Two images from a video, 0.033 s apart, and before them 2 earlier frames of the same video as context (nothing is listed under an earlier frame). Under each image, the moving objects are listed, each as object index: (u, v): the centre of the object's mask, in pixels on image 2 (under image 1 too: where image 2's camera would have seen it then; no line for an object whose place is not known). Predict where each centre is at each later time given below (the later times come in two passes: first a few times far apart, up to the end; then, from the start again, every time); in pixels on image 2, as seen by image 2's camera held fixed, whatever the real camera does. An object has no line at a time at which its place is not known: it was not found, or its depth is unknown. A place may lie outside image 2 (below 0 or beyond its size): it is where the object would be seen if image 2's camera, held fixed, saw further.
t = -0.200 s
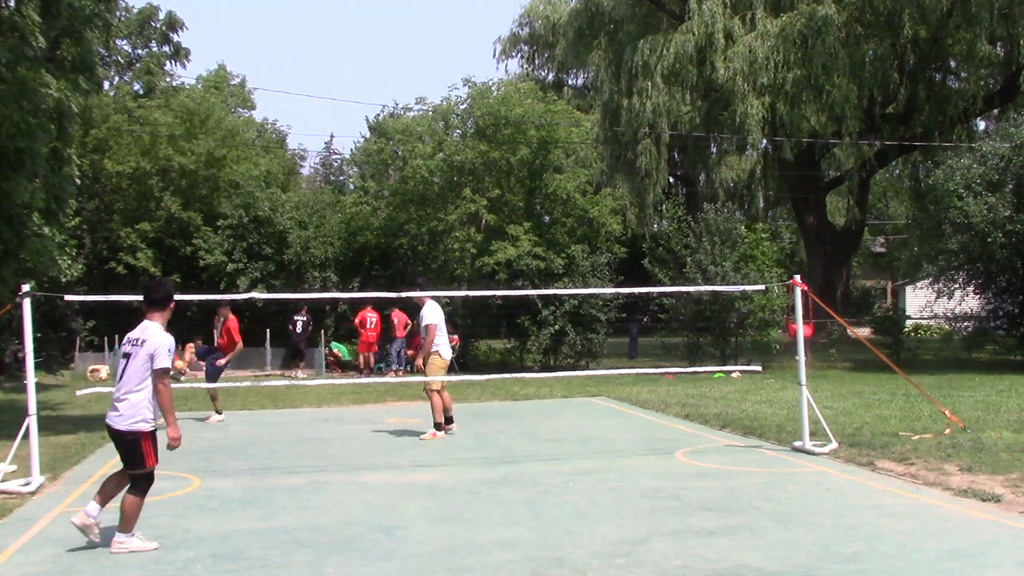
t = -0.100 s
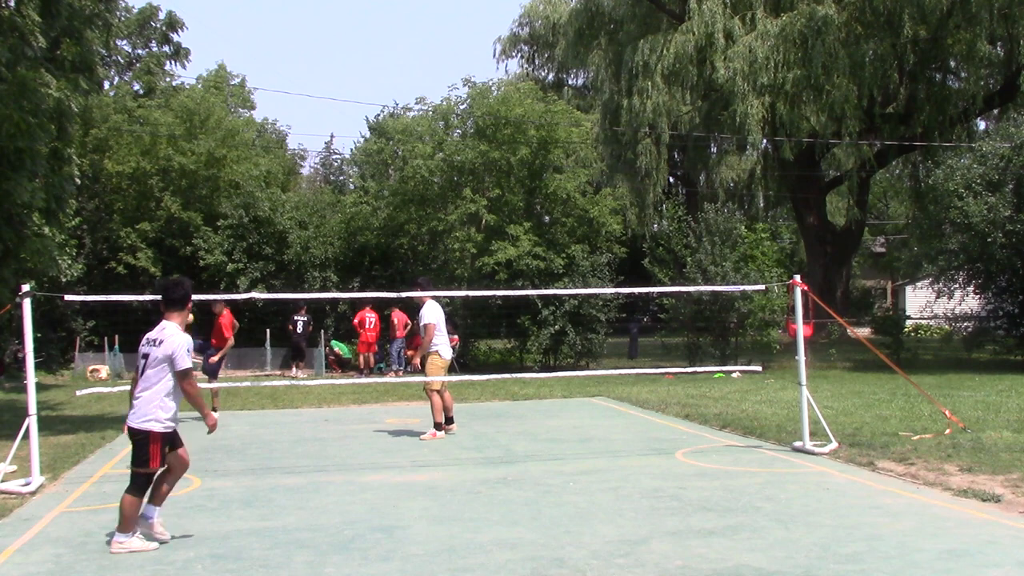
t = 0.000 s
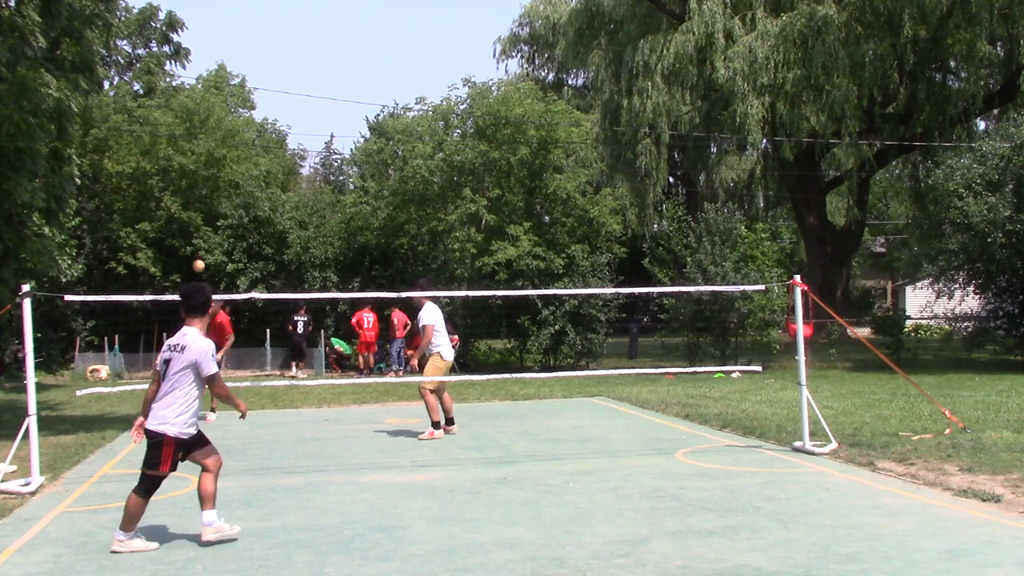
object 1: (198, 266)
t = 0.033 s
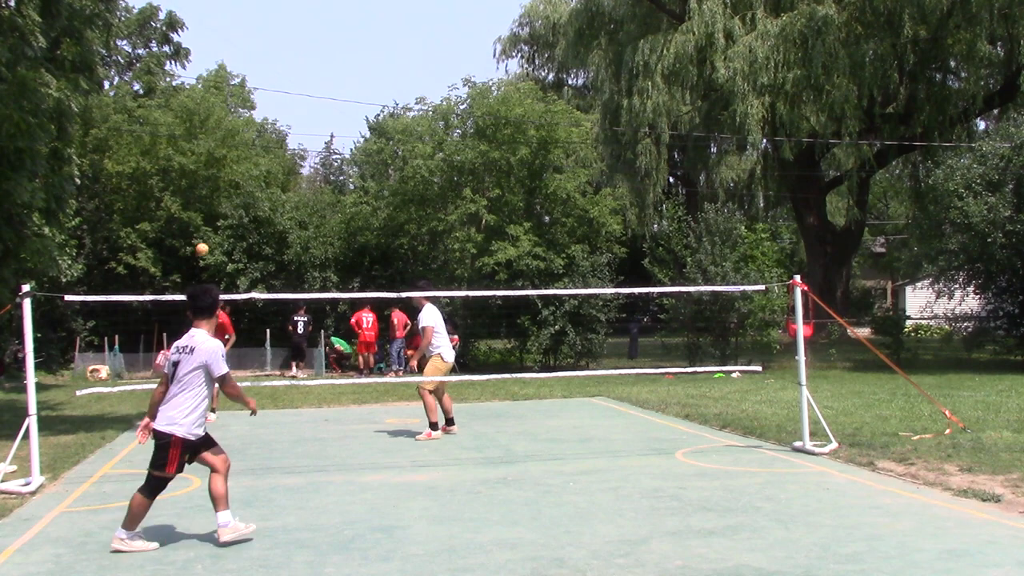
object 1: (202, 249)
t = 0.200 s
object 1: (223, 172)
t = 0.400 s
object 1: (252, 101)
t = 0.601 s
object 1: (291, 57)
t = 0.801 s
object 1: (343, 59)
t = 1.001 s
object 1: (419, 140)
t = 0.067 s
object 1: (206, 232)
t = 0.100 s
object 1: (210, 217)
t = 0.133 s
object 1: (214, 202)
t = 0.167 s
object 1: (218, 186)
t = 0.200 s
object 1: (223, 172)
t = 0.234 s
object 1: (227, 158)
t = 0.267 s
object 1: (232, 146)
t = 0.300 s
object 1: (237, 133)
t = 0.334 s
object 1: (242, 121)
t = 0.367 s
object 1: (247, 110)
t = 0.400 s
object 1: (252, 101)
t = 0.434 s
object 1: (258, 91)
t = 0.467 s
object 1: (264, 82)
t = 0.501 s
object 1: (270, 74)
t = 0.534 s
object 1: (277, 67)
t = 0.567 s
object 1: (284, 62)
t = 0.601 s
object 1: (291, 57)
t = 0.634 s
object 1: (299, 54)
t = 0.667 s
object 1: (306, 52)
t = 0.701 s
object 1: (315, 51)
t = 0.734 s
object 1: (324, 52)
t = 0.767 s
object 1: (333, 55)
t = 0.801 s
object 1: (343, 59)
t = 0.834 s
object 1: (353, 66)
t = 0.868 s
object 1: (365, 75)
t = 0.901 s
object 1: (377, 87)
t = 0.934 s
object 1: (390, 101)
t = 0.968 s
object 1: (404, 118)
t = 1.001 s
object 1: (419, 140)
